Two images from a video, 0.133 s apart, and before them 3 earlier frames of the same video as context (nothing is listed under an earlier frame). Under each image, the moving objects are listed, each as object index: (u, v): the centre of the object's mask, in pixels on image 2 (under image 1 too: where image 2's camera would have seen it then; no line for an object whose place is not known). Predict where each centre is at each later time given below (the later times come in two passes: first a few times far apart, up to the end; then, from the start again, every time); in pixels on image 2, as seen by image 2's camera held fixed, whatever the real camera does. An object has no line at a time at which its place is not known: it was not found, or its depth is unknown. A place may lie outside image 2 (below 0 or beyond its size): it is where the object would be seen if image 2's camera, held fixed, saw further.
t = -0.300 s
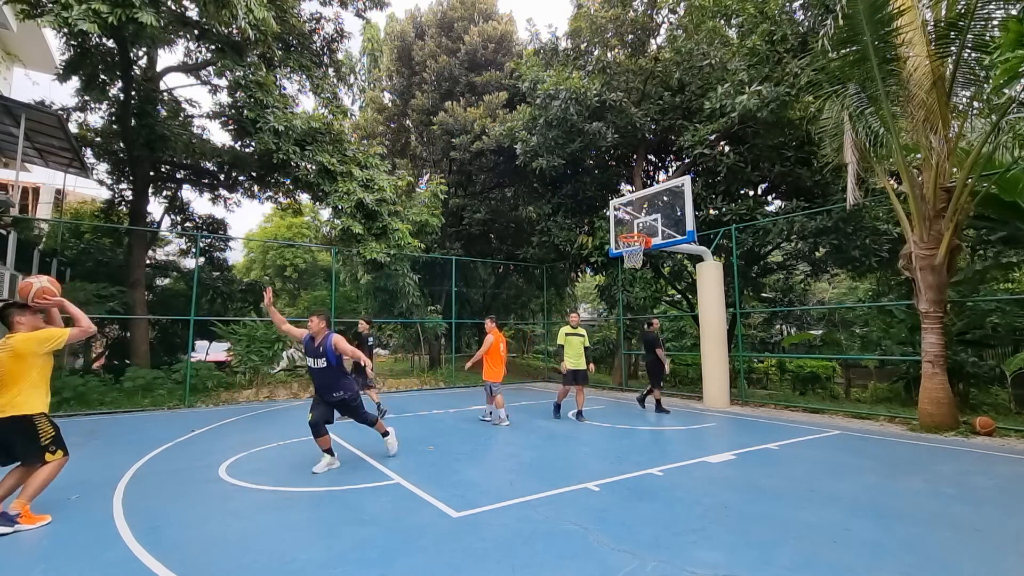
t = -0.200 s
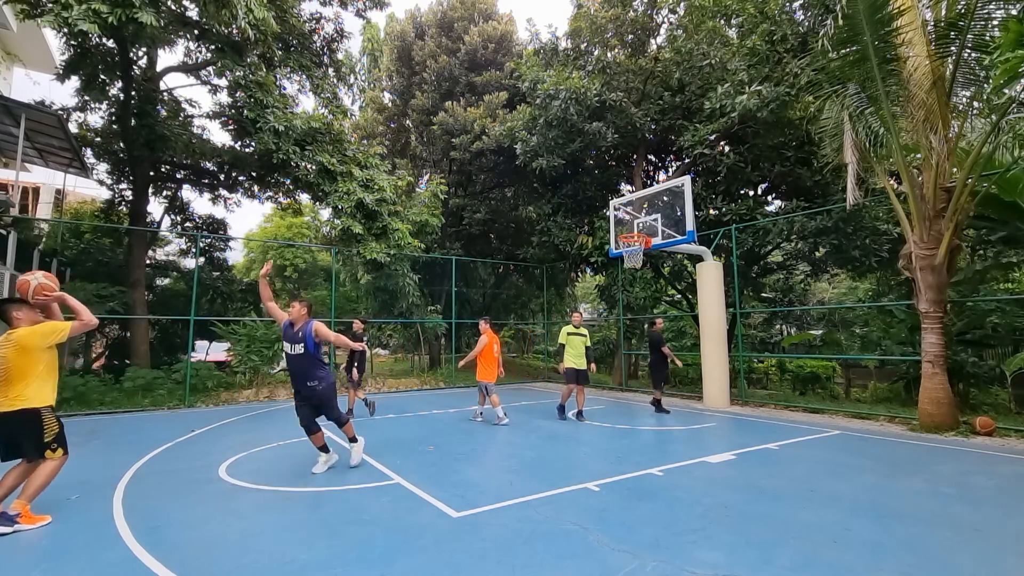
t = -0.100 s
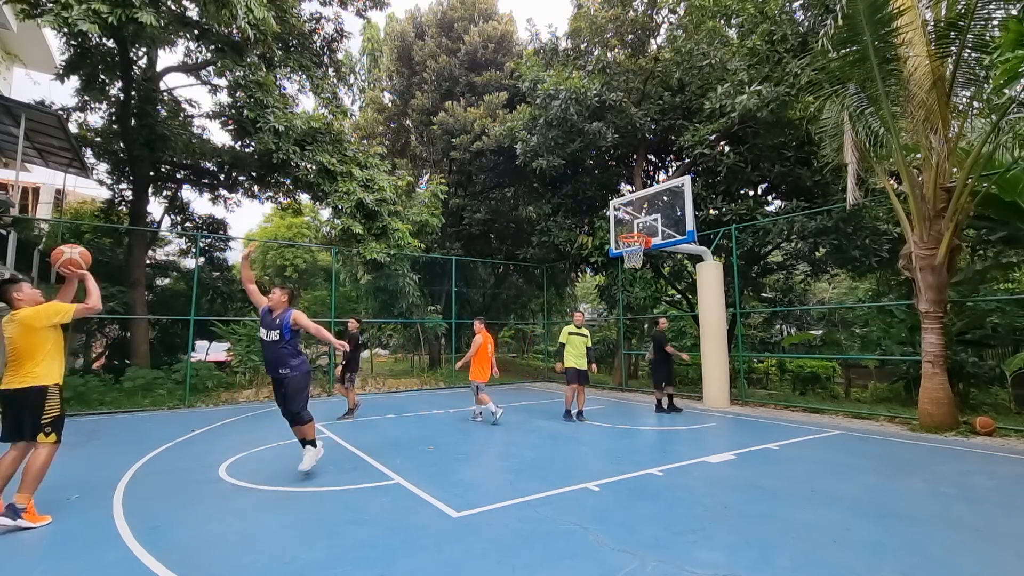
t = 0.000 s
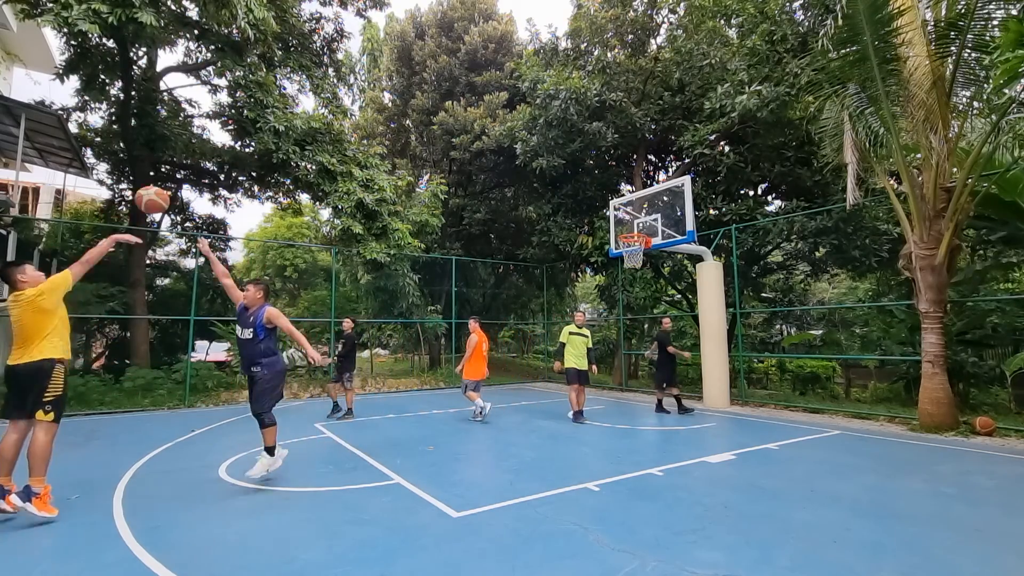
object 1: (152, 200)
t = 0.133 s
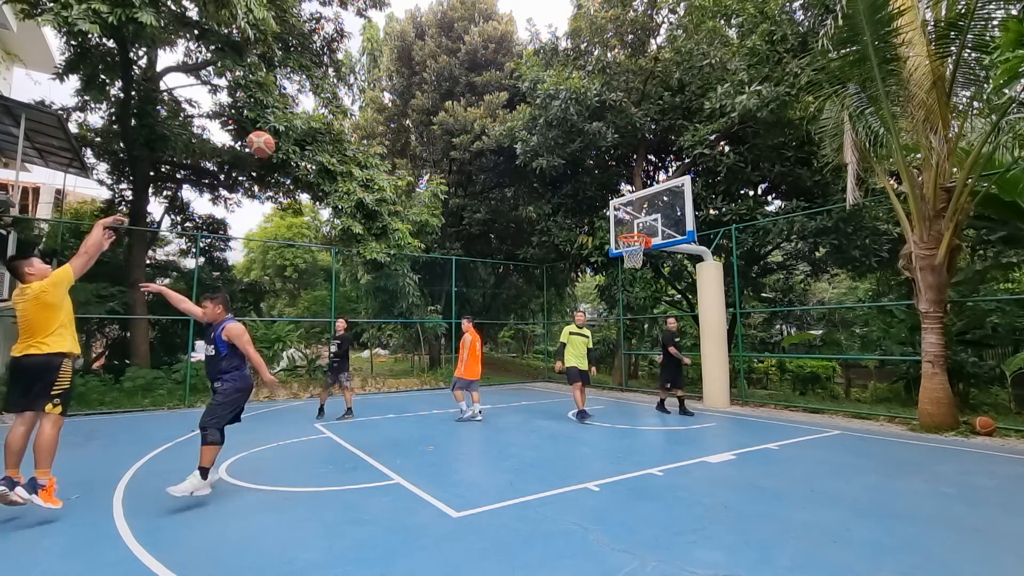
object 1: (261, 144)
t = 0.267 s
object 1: (345, 115)
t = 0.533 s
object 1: (469, 109)
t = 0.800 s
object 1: (560, 148)
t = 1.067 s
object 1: (629, 217)
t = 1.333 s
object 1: (621, 220)
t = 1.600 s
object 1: (585, 226)
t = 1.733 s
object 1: (569, 243)
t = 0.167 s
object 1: (284, 134)
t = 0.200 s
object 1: (305, 127)
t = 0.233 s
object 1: (326, 120)
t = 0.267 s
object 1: (345, 115)
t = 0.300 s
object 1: (364, 111)
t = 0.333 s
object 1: (381, 108)
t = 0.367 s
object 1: (397, 106)
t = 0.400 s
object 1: (413, 105)
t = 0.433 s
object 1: (428, 106)
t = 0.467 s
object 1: (442, 105)
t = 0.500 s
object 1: (456, 107)
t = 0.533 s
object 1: (469, 109)
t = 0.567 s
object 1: (483, 112)
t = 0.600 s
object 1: (495, 116)
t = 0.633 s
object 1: (506, 119)
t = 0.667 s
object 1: (518, 124)
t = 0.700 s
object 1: (529, 129)
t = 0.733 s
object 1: (539, 136)
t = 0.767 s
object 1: (550, 142)
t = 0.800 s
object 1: (560, 148)
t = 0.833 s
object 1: (569, 156)
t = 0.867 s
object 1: (579, 163)
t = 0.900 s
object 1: (588, 171)
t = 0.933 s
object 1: (596, 180)
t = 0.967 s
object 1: (605, 189)
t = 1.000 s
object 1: (613, 198)
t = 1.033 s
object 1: (621, 208)
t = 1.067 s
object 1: (629, 217)
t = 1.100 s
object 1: (637, 227)
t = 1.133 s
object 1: (638, 230)
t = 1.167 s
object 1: (637, 230)
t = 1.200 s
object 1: (634, 229)
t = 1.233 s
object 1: (634, 228)
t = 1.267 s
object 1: (629, 226)
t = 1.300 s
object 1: (624, 222)
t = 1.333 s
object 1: (621, 220)
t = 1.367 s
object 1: (616, 220)
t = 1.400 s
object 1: (611, 218)
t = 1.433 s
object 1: (606, 218)
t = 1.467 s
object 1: (602, 219)
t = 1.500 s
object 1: (598, 220)
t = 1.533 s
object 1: (594, 222)
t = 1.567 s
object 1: (589, 224)
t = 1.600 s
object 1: (585, 226)
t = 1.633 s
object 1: (582, 229)
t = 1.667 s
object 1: (577, 233)
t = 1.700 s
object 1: (573, 237)
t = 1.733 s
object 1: (569, 243)
